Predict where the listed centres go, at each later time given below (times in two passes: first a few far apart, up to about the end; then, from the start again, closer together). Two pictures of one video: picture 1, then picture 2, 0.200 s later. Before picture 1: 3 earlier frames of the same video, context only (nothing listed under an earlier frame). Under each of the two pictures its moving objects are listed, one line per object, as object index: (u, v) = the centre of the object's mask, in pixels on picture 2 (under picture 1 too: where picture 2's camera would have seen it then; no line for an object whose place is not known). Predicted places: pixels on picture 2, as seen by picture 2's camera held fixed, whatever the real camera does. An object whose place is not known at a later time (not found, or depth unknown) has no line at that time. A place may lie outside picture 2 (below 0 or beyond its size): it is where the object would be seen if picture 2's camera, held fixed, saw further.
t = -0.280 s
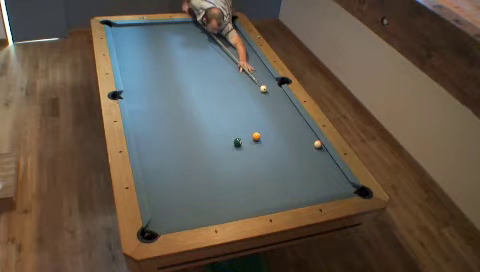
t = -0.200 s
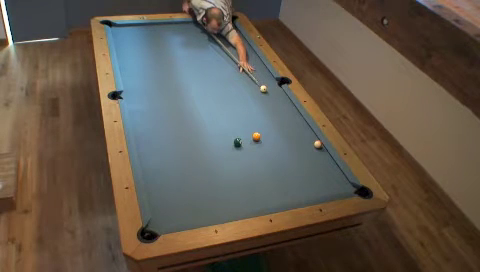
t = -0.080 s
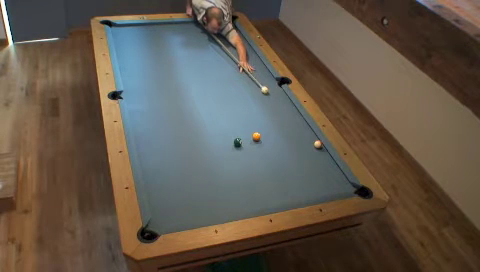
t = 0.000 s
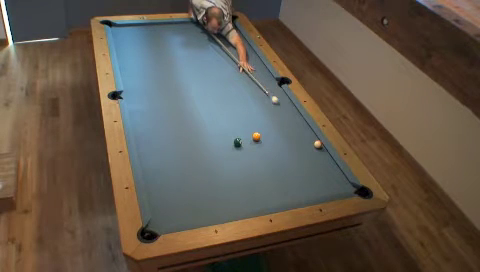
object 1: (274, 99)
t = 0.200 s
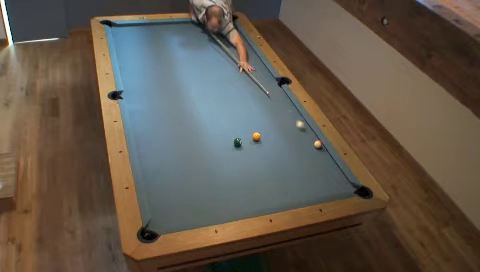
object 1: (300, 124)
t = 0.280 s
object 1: (311, 135)
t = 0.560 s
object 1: (316, 146)
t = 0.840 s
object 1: (319, 157)
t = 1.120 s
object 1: (322, 168)
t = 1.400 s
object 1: (325, 180)
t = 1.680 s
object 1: (327, 190)
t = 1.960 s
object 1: (322, 189)
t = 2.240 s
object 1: (315, 184)
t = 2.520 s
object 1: (309, 181)
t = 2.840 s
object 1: (303, 177)
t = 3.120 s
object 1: (298, 174)
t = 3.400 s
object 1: (295, 172)
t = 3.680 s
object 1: (292, 171)
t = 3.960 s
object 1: (290, 170)
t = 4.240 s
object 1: (289, 169)
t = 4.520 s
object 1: (289, 169)
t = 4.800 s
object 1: (289, 169)
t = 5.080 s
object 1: (289, 169)
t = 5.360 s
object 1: (289, 168)
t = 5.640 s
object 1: (289, 168)
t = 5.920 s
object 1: (289, 169)
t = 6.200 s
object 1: (289, 169)
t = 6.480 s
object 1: (289, 169)
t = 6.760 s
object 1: (289, 169)
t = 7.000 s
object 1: (289, 168)
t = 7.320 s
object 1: (289, 169)
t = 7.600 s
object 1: (289, 168)
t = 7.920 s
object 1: (289, 168)
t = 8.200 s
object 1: (289, 169)
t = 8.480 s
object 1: (289, 169)
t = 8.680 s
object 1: (289, 168)
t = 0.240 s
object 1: (306, 130)
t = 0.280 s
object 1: (311, 135)
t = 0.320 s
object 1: (314, 138)
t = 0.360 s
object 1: (315, 139)
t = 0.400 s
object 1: (314, 140)
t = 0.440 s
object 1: (315, 141)
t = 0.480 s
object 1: (315, 143)
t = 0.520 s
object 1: (316, 144)
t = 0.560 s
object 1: (316, 146)
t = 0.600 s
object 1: (316, 147)
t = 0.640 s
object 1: (316, 149)
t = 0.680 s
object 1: (317, 151)
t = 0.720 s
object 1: (317, 152)
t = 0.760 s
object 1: (318, 154)
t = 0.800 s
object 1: (318, 155)
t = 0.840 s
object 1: (319, 157)
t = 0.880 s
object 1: (319, 159)
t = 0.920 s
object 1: (319, 160)
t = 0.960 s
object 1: (320, 162)
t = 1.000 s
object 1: (320, 164)
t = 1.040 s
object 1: (321, 165)
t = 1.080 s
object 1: (321, 167)
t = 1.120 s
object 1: (322, 168)
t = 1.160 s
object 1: (322, 170)
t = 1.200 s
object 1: (323, 172)
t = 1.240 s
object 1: (323, 173)
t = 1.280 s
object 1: (324, 175)
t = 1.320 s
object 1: (324, 176)
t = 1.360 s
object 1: (324, 178)
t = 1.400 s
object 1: (325, 180)
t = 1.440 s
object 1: (325, 181)
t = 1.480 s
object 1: (325, 183)
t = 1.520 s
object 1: (326, 184)
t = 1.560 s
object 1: (326, 186)
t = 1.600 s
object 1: (326, 187)
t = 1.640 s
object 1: (327, 189)
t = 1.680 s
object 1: (327, 190)
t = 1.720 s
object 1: (327, 191)
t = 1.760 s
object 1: (327, 191)
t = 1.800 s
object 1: (326, 191)
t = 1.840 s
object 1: (325, 190)
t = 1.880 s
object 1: (324, 190)
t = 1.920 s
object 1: (323, 189)
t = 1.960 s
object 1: (322, 189)
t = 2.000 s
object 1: (321, 188)
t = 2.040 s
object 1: (319, 188)
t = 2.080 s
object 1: (318, 187)
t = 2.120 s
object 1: (318, 186)
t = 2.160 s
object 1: (317, 185)
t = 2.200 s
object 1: (316, 185)
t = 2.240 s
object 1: (315, 184)
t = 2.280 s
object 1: (314, 184)
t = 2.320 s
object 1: (313, 183)
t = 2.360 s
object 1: (312, 182)
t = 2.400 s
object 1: (311, 182)
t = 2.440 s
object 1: (310, 182)
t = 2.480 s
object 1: (309, 181)
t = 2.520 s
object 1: (309, 181)
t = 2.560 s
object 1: (308, 180)
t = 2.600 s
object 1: (307, 180)
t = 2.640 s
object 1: (306, 179)
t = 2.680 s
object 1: (306, 179)
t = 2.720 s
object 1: (305, 178)
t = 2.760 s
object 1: (304, 178)
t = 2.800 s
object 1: (303, 177)
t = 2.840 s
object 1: (303, 177)
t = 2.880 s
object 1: (302, 176)
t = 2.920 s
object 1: (301, 176)
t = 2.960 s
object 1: (301, 175)
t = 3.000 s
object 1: (300, 175)
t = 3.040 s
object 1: (299, 175)
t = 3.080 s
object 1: (299, 175)
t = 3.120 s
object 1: (298, 174)
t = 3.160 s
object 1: (298, 174)
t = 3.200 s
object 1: (297, 174)
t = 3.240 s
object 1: (297, 173)
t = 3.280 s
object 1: (296, 173)
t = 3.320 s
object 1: (296, 173)
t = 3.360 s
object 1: (295, 173)
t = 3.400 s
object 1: (295, 172)
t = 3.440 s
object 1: (294, 172)
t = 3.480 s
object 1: (294, 172)
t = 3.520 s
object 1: (293, 172)
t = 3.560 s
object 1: (293, 171)
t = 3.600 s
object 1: (293, 171)
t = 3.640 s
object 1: (292, 171)
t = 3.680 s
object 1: (292, 171)
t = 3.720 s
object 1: (292, 171)
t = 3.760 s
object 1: (292, 170)
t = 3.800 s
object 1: (291, 170)
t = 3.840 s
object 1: (291, 170)
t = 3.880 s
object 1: (291, 170)
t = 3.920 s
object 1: (291, 170)
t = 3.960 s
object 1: (290, 170)
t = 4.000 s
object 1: (290, 169)
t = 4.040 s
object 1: (290, 169)
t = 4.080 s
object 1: (290, 169)
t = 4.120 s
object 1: (290, 169)
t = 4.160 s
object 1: (289, 169)
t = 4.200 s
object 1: (289, 169)
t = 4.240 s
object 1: (289, 169)
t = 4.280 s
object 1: (289, 169)
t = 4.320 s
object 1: (289, 169)
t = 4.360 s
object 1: (289, 168)
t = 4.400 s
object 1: (289, 168)
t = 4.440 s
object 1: (289, 168)
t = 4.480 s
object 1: (289, 169)
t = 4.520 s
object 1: (289, 169)
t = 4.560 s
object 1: (289, 168)
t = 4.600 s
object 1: (289, 169)
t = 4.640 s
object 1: (289, 168)
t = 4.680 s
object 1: (289, 169)
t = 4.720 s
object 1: (289, 168)
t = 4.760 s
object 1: (289, 169)
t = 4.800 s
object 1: (289, 169)
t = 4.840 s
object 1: (289, 168)
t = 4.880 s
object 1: (289, 169)
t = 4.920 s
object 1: (289, 168)
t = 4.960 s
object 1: (289, 169)
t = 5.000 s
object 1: (289, 168)
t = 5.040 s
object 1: (289, 168)
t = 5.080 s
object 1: (289, 169)
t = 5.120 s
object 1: (289, 169)
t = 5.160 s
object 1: (289, 169)
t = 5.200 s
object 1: (289, 168)
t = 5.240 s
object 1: (289, 169)
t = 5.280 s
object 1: (289, 169)
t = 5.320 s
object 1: (289, 168)
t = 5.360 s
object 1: (289, 168)
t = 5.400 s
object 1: (289, 169)
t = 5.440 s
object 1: (289, 169)
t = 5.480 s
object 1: (289, 168)
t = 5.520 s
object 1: (289, 169)
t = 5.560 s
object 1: (289, 169)
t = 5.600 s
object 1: (289, 169)
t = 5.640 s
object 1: (289, 168)
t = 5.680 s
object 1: (289, 168)
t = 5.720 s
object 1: (289, 169)
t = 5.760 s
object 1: (289, 168)
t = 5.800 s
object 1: (289, 168)
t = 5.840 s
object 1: (289, 169)
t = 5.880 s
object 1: (289, 168)
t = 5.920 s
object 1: (289, 169)
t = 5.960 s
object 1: (289, 169)
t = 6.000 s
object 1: (289, 169)
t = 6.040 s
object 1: (289, 169)
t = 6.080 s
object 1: (289, 169)
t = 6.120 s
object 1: (289, 169)
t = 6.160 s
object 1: (289, 169)
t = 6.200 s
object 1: (289, 169)
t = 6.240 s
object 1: (289, 169)
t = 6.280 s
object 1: (289, 169)
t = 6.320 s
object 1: (289, 169)
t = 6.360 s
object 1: (289, 169)
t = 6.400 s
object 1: (289, 169)
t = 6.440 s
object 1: (289, 169)
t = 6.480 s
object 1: (289, 169)
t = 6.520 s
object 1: (289, 169)
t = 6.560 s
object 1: (289, 169)
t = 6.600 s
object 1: (289, 169)
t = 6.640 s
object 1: (289, 169)
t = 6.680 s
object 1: (289, 169)
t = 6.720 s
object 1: (289, 169)
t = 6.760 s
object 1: (289, 169)
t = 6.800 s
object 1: (289, 169)
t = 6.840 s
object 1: (289, 169)
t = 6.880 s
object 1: (289, 169)
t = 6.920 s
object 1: (289, 169)
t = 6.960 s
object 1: (289, 169)
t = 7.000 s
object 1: (289, 168)
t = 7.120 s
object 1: (288, 167)
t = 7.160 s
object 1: (289, 169)
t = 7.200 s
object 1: (289, 169)
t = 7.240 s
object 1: (289, 169)
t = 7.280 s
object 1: (289, 169)
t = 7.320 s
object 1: (289, 169)
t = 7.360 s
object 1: (289, 169)
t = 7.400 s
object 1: (289, 169)
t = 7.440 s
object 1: (289, 169)
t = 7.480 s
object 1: (289, 169)
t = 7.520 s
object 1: (289, 169)
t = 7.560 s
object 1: (289, 169)
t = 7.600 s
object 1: (289, 168)
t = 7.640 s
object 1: (289, 168)
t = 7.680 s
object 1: (289, 168)
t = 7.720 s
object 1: (289, 169)
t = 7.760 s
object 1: (289, 168)
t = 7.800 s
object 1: (289, 168)
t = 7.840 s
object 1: (289, 169)
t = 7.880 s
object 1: (289, 168)
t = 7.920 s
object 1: (289, 168)
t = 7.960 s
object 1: (289, 169)
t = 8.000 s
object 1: (289, 169)
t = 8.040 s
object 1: (289, 168)
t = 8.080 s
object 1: (289, 168)
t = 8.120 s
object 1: (289, 169)
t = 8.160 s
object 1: (289, 169)
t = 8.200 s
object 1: (289, 169)
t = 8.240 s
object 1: (289, 168)
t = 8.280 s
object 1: (289, 168)
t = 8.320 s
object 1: (289, 168)
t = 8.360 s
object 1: (289, 169)
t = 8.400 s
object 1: (289, 168)
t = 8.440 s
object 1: (289, 168)
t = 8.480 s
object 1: (289, 169)
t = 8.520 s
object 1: (289, 169)
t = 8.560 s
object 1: (289, 169)
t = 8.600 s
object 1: (289, 168)
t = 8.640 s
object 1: (289, 169)
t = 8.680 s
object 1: (289, 168)
